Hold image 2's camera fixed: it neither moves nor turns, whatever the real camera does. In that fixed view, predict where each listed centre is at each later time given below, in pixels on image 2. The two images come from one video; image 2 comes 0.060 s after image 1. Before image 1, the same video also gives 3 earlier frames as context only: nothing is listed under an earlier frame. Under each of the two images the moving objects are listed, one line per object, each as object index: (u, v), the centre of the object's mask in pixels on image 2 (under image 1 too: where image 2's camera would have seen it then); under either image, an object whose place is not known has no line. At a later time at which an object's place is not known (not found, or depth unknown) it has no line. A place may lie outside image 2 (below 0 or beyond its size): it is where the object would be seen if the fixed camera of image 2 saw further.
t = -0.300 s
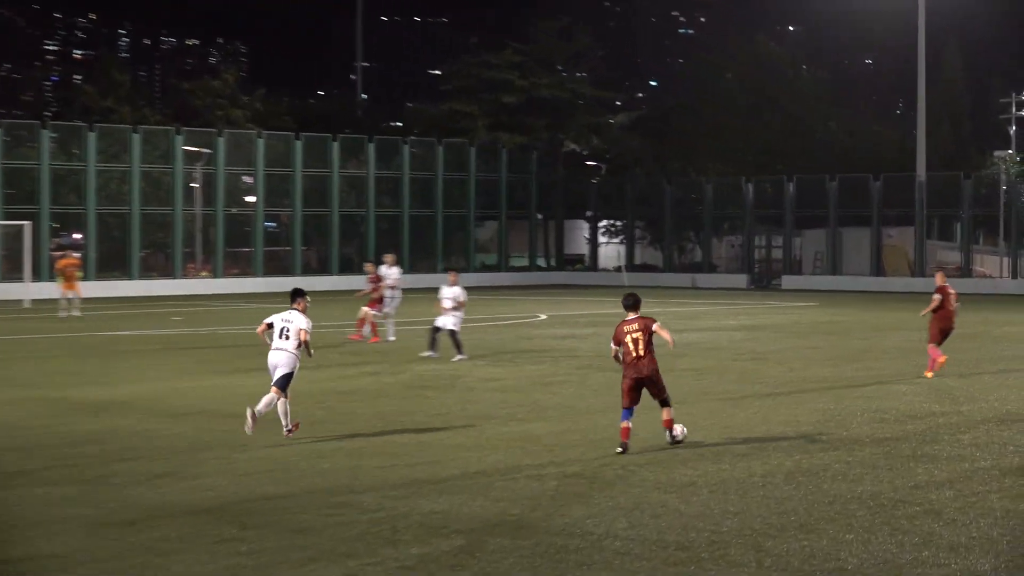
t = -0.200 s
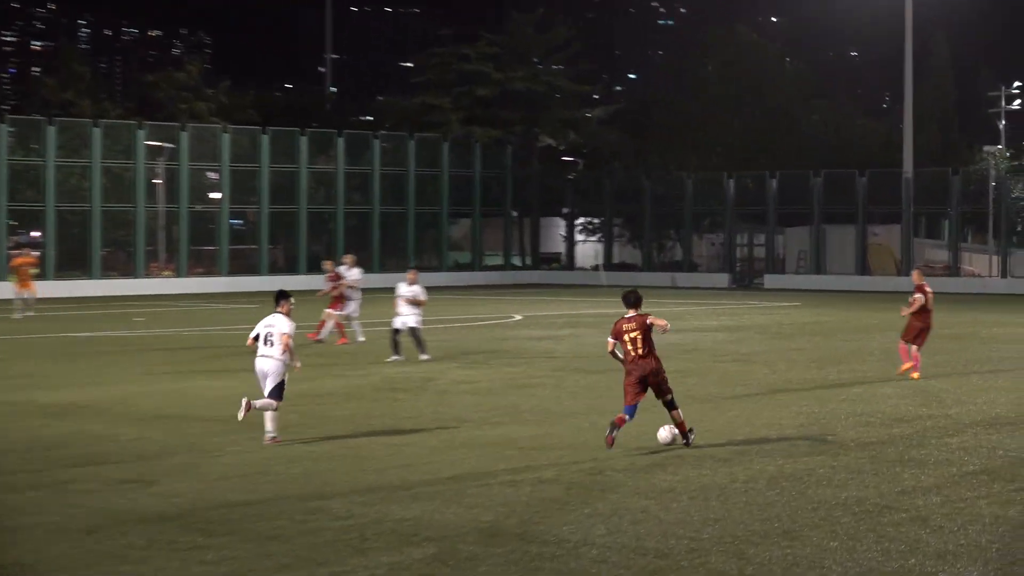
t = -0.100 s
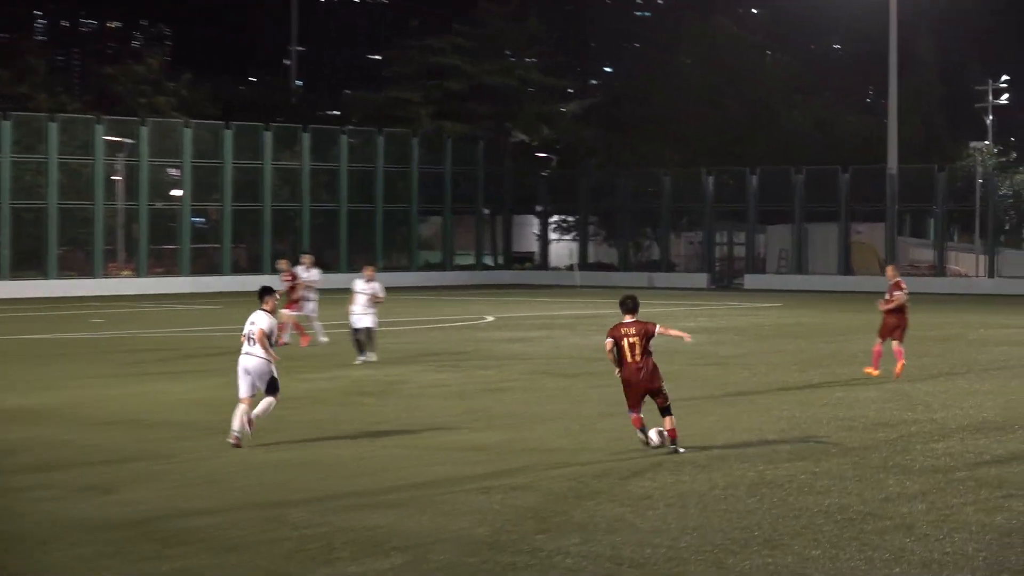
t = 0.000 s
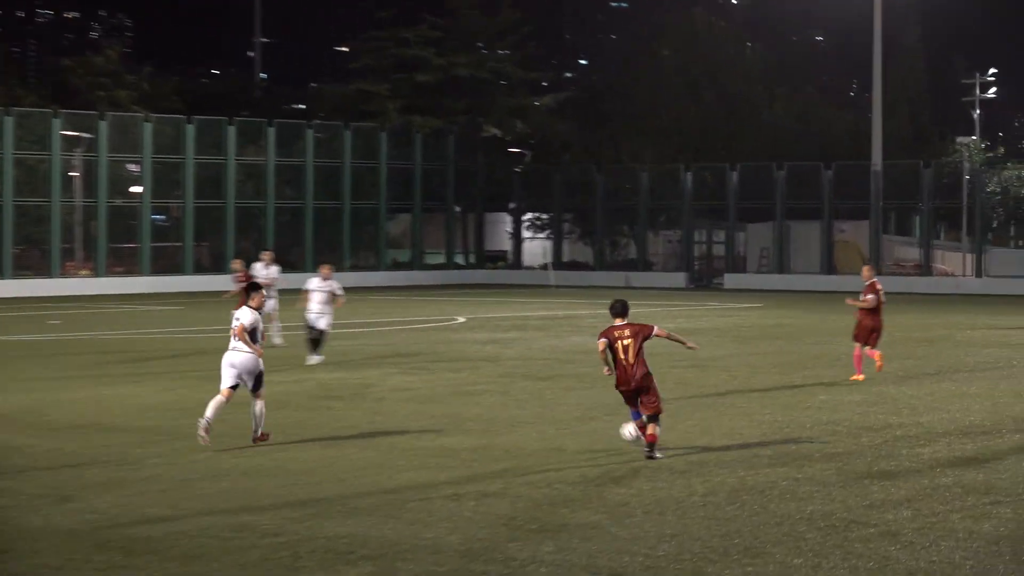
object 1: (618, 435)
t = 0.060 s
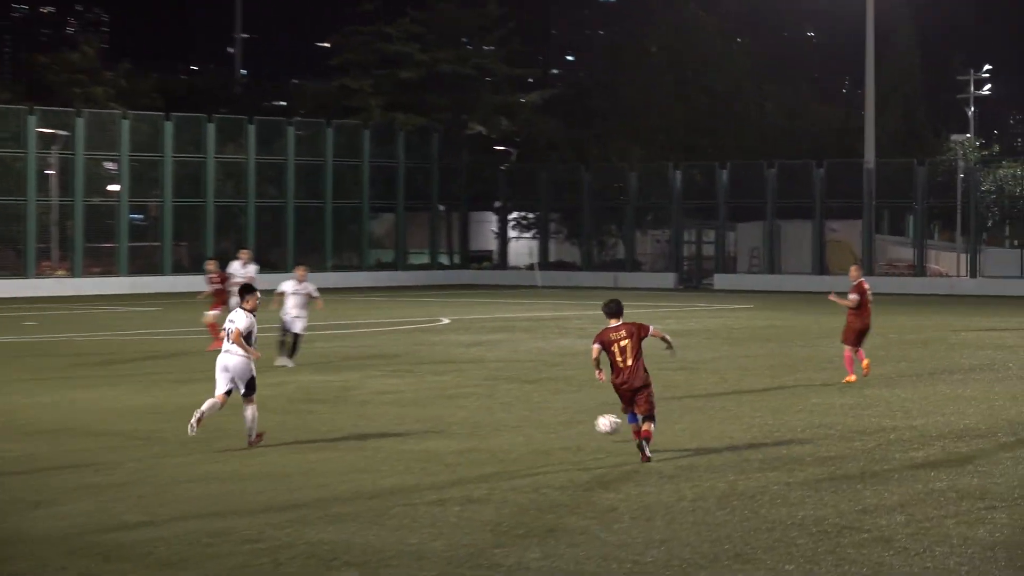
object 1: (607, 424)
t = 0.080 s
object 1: (603, 421)
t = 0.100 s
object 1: (598, 419)
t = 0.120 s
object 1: (593, 417)
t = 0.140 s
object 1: (587, 415)
